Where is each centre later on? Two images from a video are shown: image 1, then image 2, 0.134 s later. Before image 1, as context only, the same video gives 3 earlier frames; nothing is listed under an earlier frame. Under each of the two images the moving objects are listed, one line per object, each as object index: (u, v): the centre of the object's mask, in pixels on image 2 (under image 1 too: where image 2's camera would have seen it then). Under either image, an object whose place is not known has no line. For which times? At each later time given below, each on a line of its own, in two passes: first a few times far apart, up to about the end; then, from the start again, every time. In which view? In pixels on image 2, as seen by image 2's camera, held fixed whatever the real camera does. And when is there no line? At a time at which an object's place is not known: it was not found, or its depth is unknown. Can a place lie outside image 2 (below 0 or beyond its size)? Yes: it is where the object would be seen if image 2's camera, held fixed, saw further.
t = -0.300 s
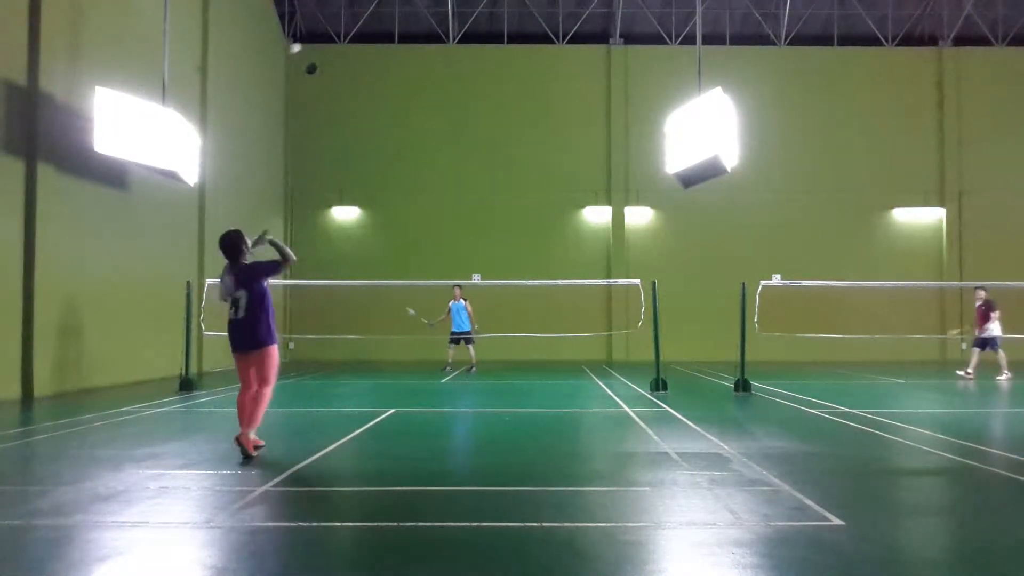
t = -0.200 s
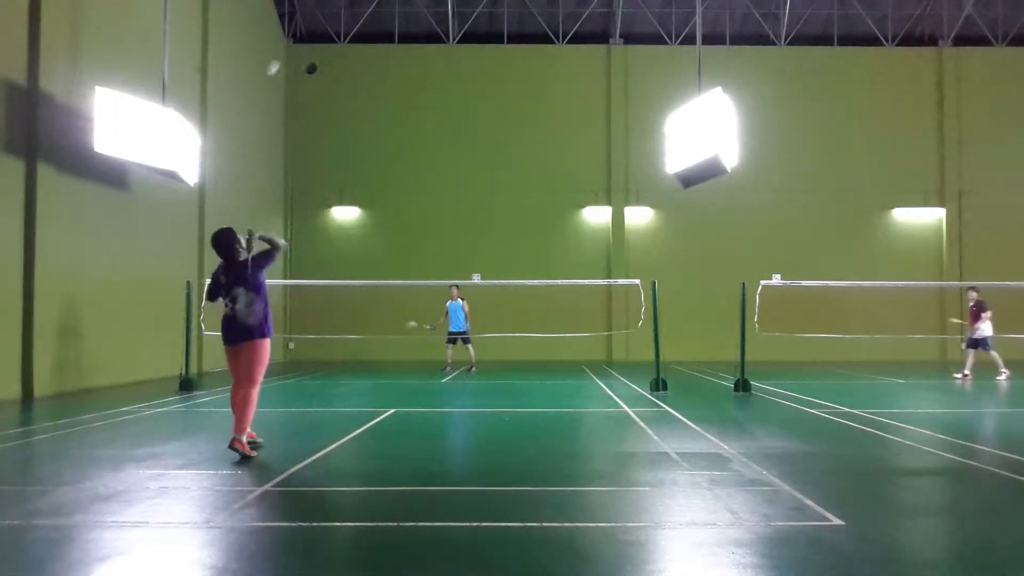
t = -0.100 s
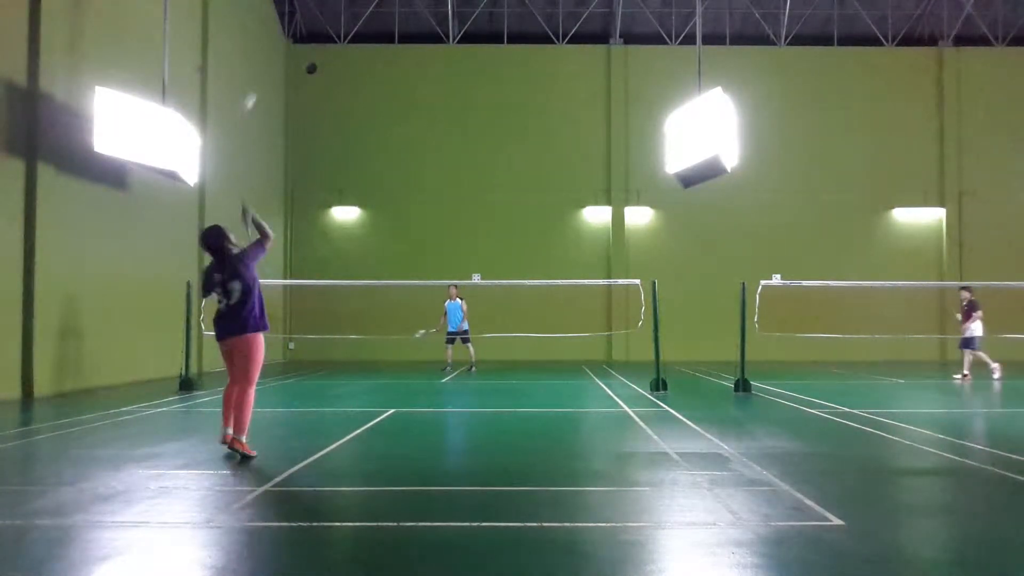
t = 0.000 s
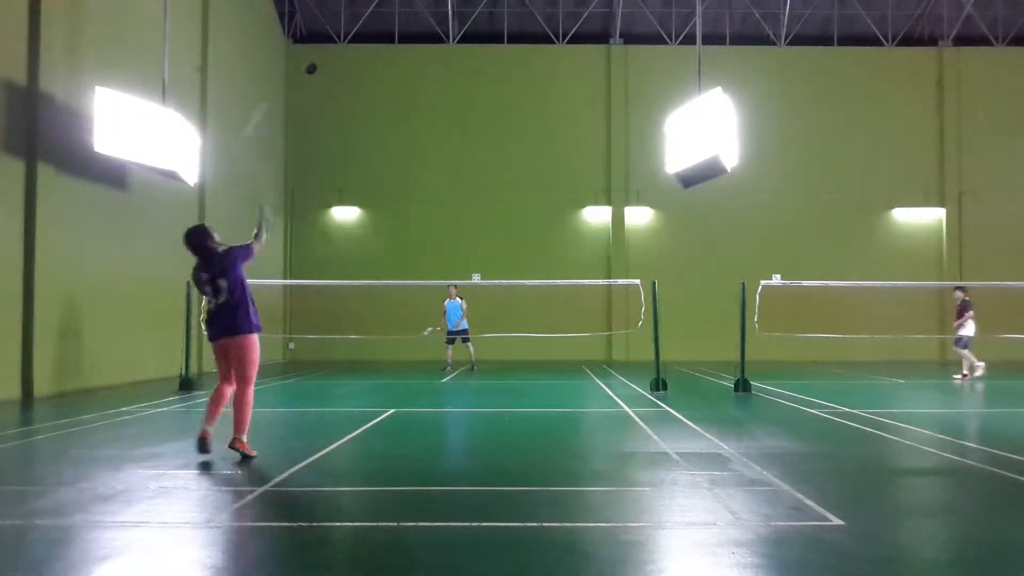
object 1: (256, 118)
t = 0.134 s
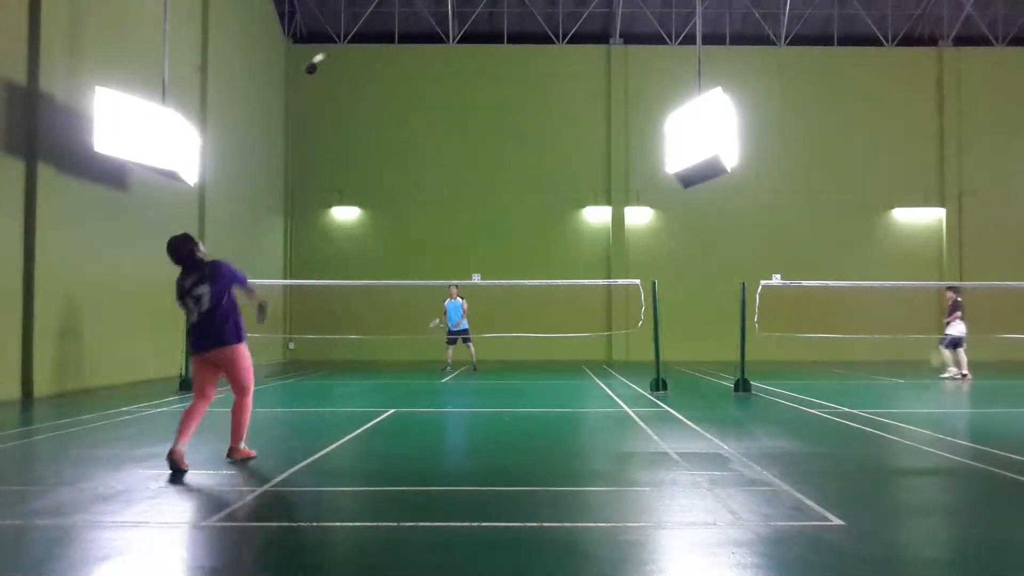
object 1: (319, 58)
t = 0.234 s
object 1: (339, 48)
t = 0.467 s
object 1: (362, 55)
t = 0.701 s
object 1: (378, 84)
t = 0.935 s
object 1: (390, 129)
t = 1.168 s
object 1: (401, 184)
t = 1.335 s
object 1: (406, 228)
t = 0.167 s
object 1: (326, 53)
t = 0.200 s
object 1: (333, 50)
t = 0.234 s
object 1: (339, 48)
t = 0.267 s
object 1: (343, 47)
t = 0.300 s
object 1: (347, 47)
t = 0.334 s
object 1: (351, 47)
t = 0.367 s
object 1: (354, 48)
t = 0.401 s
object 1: (357, 50)
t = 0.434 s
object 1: (360, 53)
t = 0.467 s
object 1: (362, 55)
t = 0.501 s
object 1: (365, 58)
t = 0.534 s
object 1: (367, 62)
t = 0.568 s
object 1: (370, 65)
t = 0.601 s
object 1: (372, 70)
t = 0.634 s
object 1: (374, 74)
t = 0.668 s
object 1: (376, 79)
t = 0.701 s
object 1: (378, 84)
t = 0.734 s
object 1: (379, 90)
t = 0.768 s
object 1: (381, 96)
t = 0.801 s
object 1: (383, 102)
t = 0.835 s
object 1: (385, 108)
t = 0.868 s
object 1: (387, 115)
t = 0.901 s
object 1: (388, 122)
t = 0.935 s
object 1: (390, 129)
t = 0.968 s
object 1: (392, 136)
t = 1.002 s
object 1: (393, 143)
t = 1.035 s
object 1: (395, 152)
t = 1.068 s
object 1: (396, 160)
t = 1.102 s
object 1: (398, 167)
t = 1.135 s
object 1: (399, 176)
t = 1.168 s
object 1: (401, 184)
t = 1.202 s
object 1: (402, 192)
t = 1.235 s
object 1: (403, 201)
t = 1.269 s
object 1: (404, 210)
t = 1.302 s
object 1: (405, 219)
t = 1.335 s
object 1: (406, 228)
